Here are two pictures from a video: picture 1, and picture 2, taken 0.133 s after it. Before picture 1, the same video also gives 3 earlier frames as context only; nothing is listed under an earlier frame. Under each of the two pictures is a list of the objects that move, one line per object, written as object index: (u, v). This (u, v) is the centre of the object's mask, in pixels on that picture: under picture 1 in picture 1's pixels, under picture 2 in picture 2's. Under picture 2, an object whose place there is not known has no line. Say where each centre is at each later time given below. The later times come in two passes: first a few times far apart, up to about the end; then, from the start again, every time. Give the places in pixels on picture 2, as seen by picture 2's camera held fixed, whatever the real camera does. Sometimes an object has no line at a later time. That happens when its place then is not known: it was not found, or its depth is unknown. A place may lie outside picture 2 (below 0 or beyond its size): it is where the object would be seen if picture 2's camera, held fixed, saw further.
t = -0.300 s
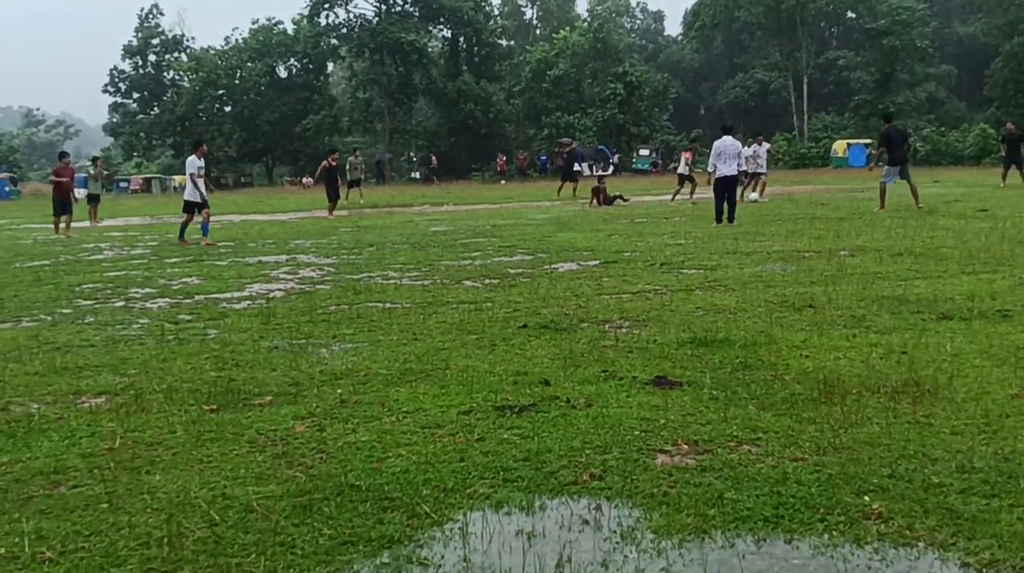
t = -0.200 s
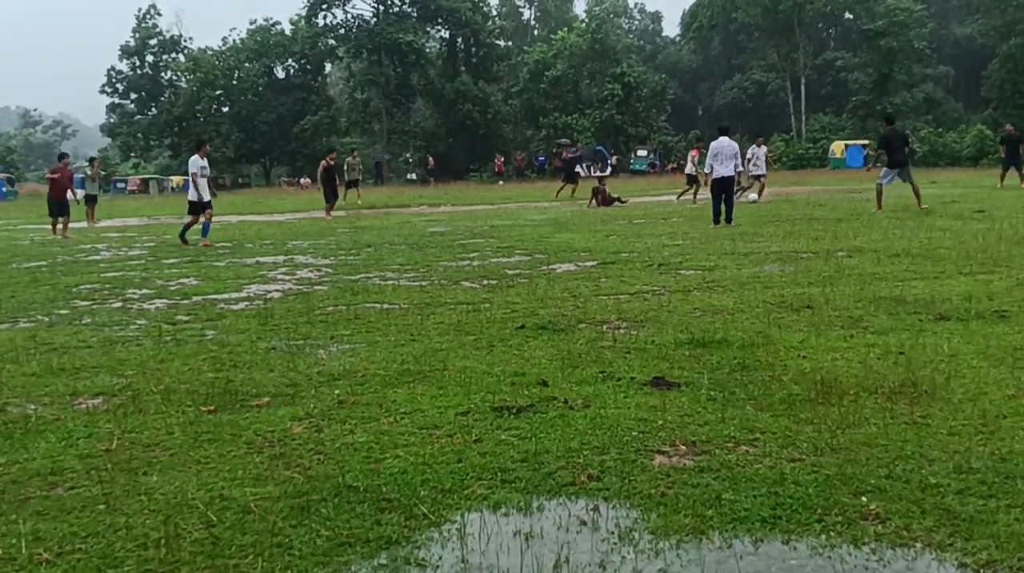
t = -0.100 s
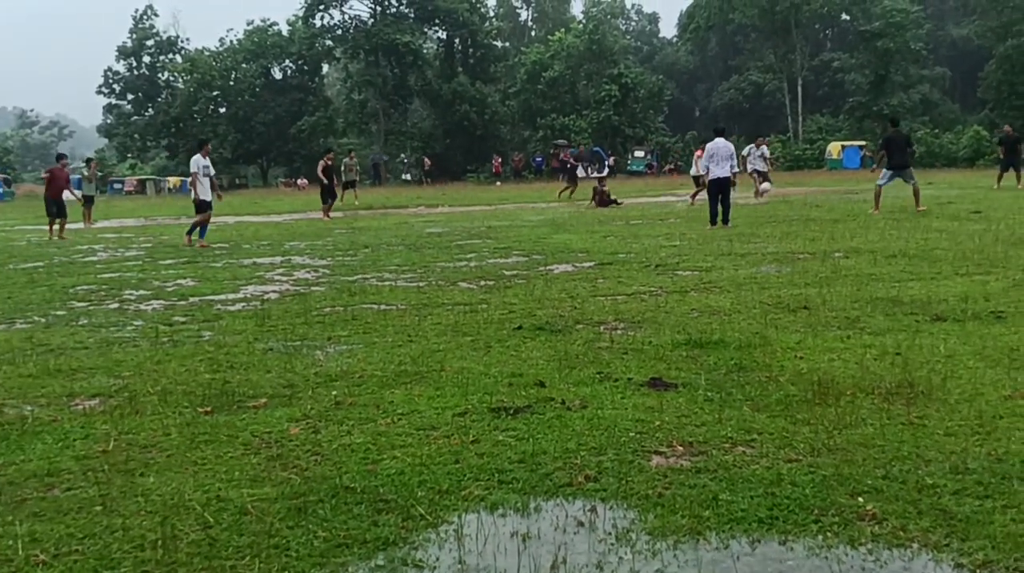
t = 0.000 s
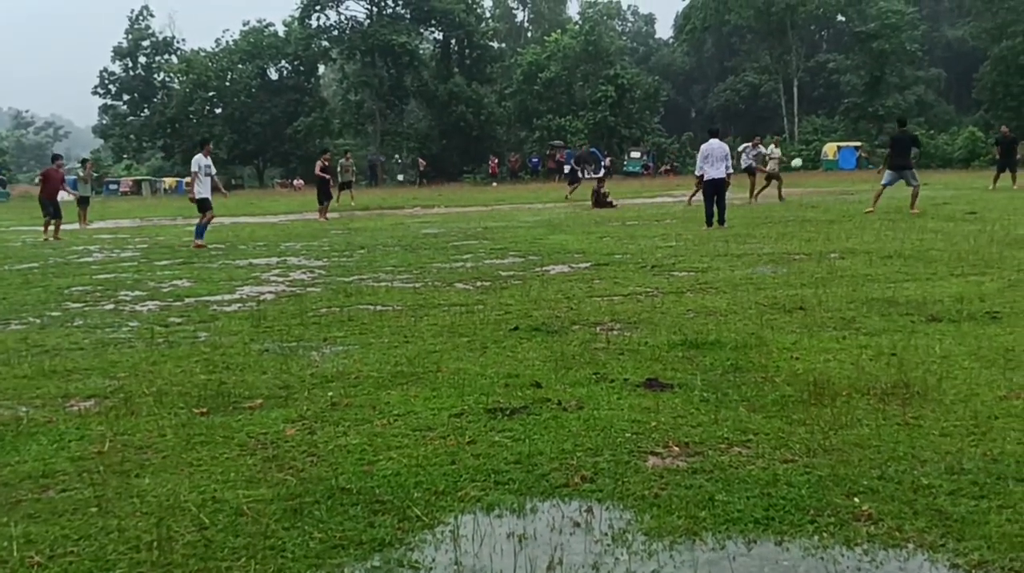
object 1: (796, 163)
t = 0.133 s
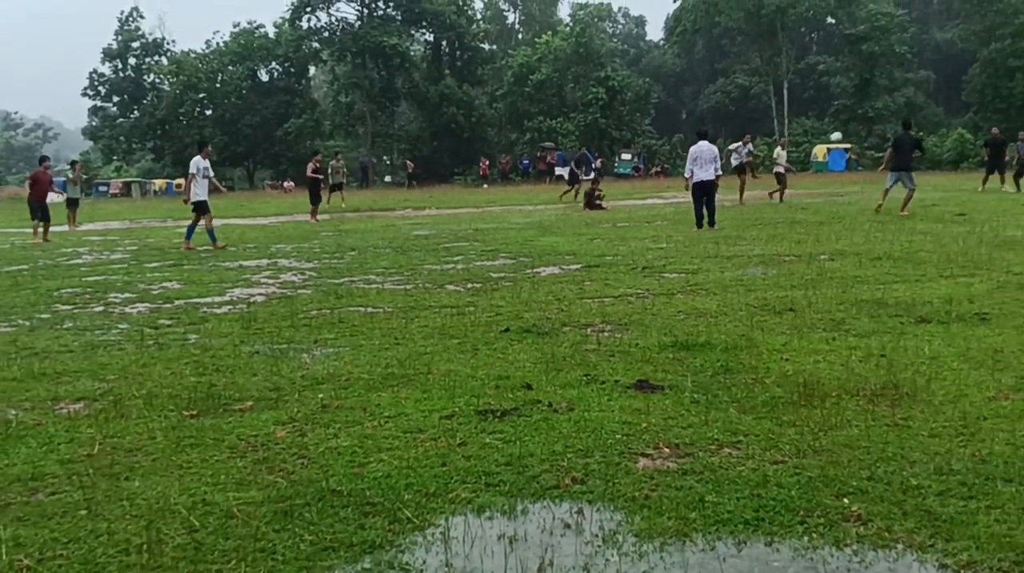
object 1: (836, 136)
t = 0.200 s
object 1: (862, 125)
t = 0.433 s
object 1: (960, 97)
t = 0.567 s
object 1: (1023, 91)
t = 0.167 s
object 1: (849, 131)
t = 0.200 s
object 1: (862, 125)
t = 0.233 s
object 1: (875, 120)
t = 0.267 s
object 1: (889, 114)
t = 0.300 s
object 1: (903, 110)
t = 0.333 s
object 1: (917, 106)
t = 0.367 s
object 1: (931, 102)
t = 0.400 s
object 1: (945, 99)
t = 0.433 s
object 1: (960, 97)
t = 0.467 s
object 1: (975, 95)
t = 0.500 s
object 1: (991, 93)
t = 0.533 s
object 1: (1006, 91)
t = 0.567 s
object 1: (1023, 91)
